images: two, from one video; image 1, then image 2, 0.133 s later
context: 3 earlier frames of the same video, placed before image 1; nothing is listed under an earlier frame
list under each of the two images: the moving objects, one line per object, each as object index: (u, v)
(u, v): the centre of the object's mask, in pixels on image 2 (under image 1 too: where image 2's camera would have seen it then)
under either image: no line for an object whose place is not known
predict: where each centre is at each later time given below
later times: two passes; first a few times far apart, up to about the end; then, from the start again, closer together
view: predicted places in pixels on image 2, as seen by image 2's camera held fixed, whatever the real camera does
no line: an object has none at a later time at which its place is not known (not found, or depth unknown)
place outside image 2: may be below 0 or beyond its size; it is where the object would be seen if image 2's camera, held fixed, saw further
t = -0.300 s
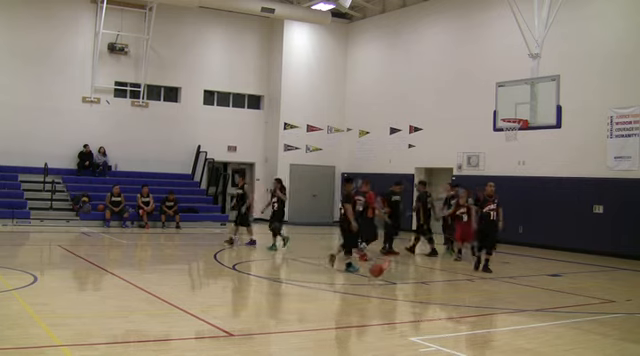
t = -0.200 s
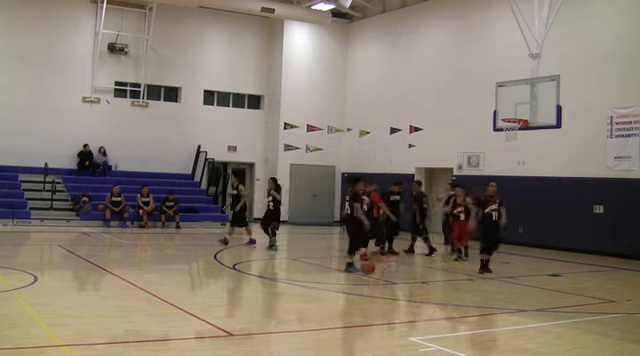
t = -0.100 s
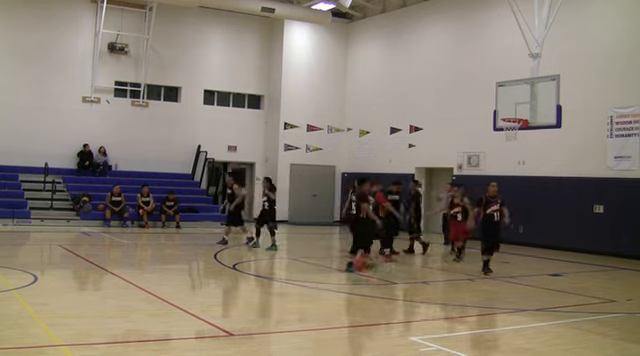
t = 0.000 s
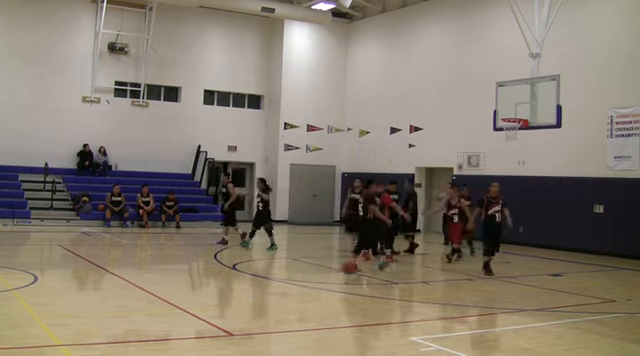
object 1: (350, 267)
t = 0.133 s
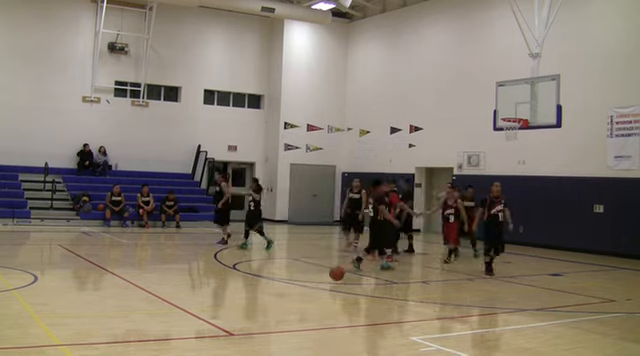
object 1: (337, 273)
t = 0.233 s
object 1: (328, 268)
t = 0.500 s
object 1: (301, 274)
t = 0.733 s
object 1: (278, 279)
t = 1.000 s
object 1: (250, 280)
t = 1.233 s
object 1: (223, 282)
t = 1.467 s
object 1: (196, 285)
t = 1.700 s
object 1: (167, 287)
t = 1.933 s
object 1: (139, 289)
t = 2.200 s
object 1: (104, 292)
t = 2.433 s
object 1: (71, 294)
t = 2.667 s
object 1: (38, 296)
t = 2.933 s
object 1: (5, 297)
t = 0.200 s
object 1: (331, 269)
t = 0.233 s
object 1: (328, 268)
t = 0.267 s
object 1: (324, 268)
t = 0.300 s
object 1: (321, 269)
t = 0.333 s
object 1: (318, 270)
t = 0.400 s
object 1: (311, 275)
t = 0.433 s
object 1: (307, 278)
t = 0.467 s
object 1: (304, 276)
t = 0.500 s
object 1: (301, 274)
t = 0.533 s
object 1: (298, 273)
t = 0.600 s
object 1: (291, 273)
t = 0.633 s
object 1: (288, 274)
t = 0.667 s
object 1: (284, 276)
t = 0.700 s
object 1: (281, 279)
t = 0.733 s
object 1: (278, 279)
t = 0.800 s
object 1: (270, 276)
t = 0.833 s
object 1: (267, 276)
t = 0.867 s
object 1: (264, 277)
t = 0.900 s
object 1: (260, 278)
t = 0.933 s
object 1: (257, 280)
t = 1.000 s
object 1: (250, 280)
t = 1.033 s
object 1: (245, 279)
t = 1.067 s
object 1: (242, 280)
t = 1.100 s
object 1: (238, 281)
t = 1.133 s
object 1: (234, 283)
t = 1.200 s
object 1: (227, 282)
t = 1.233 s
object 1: (223, 282)
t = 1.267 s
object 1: (219, 283)
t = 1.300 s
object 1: (215, 284)
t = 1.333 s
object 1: (211, 283)
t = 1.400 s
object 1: (204, 284)
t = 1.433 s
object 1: (200, 285)
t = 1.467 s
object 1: (196, 285)
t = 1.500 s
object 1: (192, 285)
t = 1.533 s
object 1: (188, 285)
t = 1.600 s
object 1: (180, 286)
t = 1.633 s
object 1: (176, 287)
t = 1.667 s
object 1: (172, 287)
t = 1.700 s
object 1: (167, 287)
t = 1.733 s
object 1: (164, 288)
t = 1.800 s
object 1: (155, 288)
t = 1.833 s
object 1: (151, 288)
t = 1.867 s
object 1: (147, 289)
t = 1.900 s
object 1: (143, 289)
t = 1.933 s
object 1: (139, 289)
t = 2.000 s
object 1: (130, 290)
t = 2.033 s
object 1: (126, 290)
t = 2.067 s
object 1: (121, 290)
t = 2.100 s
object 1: (117, 291)
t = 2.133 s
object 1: (112, 291)
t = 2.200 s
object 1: (104, 292)
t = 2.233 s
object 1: (99, 292)
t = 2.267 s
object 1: (94, 292)
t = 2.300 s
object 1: (90, 292)
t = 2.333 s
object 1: (85, 293)
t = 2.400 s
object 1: (76, 294)
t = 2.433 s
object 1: (71, 294)
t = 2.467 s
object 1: (67, 294)
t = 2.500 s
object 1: (62, 294)
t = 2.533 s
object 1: (57, 294)
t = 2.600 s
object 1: (48, 295)
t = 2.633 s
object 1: (43, 296)
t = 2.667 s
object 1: (38, 296)
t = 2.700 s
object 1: (34, 296)
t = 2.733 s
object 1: (29, 296)
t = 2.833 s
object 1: (14, 297)
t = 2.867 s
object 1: (9, 297)
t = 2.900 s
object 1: (7, 297)
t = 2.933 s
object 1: (5, 297)
